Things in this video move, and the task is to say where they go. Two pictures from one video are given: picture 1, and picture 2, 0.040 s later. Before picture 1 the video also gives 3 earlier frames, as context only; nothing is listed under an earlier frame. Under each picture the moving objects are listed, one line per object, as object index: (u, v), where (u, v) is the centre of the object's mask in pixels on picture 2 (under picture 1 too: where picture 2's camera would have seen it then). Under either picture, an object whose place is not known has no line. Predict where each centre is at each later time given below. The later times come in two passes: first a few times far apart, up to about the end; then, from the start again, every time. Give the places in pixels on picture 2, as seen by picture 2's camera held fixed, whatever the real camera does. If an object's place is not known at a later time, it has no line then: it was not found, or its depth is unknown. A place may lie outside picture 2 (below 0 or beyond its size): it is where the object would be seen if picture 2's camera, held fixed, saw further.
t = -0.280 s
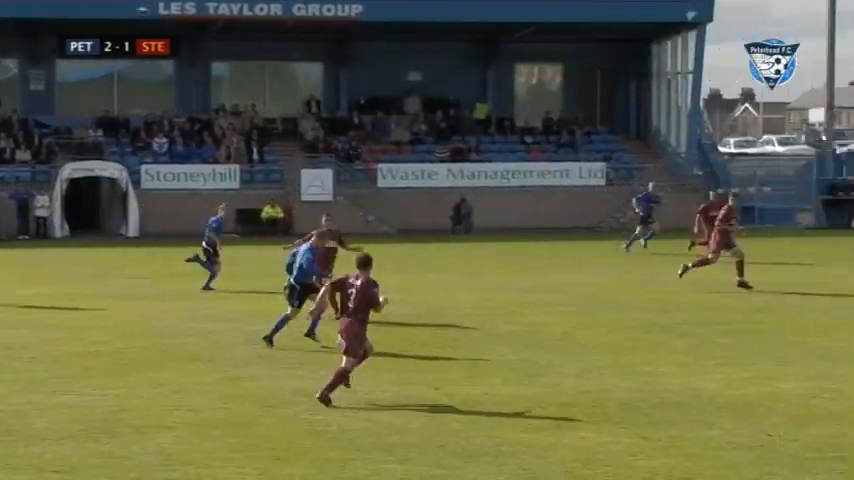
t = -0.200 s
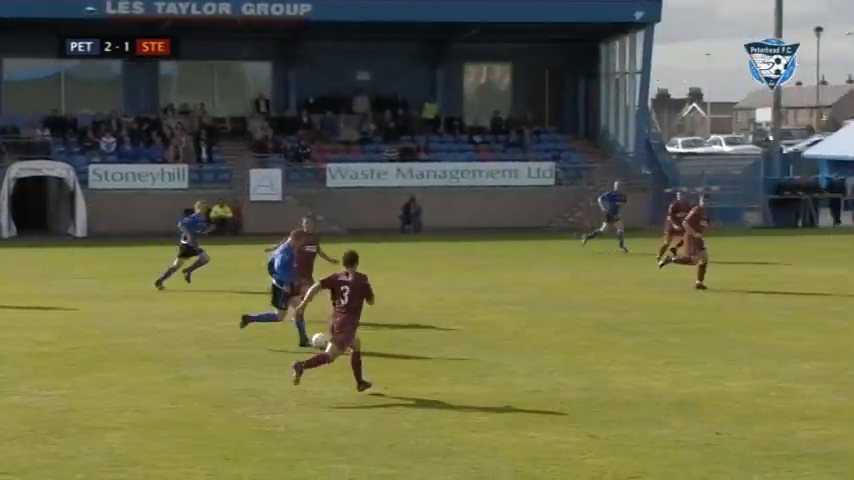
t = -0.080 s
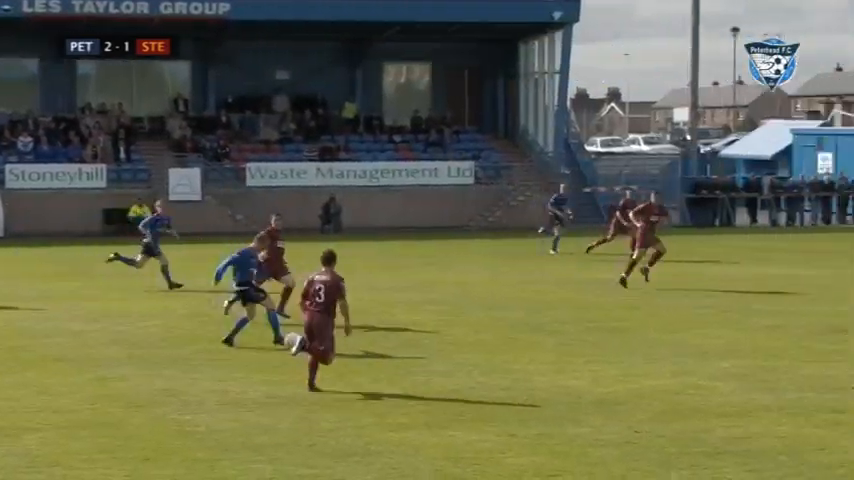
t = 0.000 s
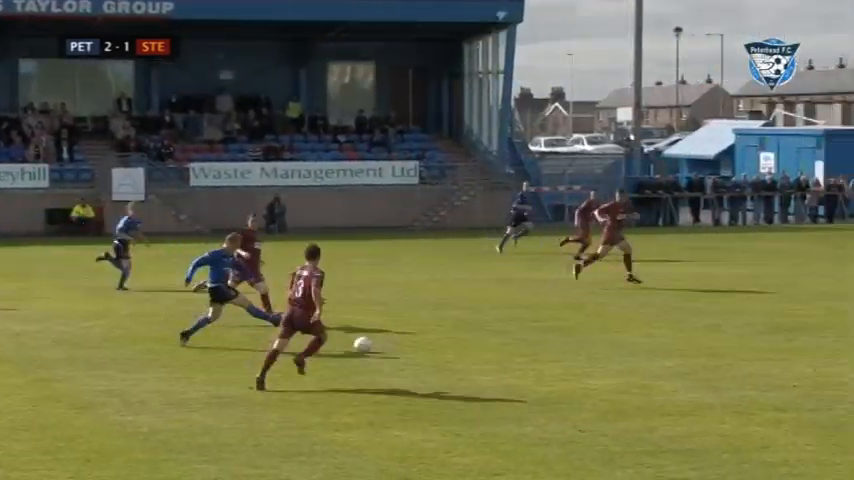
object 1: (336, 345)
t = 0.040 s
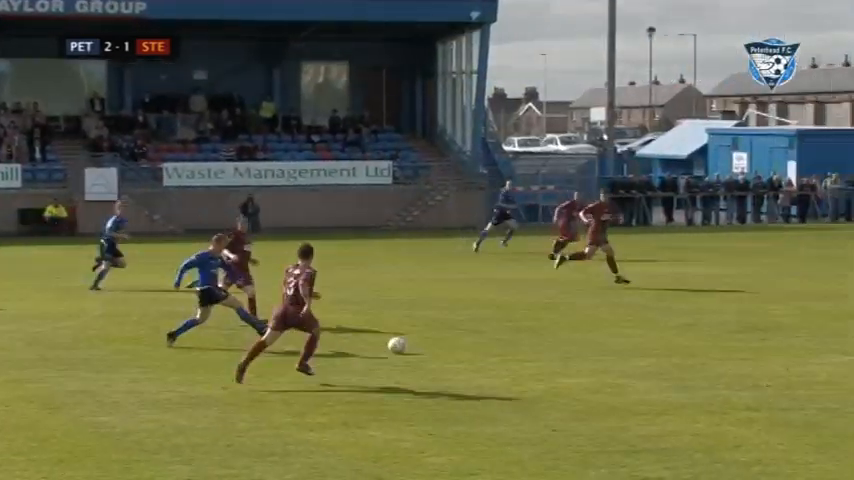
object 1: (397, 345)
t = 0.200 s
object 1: (631, 352)
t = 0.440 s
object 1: (966, 365)
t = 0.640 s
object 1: (1246, 383)
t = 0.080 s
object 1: (456, 346)
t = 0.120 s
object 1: (514, 347)
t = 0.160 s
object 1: (573, 349)
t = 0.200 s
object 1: (631, 352)
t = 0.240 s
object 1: (688, 354)
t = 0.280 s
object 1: (743, 355)
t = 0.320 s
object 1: (799, 357)
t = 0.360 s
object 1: (855, 361)
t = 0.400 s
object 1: (912, 363)
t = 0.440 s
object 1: (966, 365)
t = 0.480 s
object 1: (1020, 365)
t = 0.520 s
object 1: (1076, 368)
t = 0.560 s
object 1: (1132, 374)
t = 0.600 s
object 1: (1190, 379)
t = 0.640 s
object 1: (1246, 383)
